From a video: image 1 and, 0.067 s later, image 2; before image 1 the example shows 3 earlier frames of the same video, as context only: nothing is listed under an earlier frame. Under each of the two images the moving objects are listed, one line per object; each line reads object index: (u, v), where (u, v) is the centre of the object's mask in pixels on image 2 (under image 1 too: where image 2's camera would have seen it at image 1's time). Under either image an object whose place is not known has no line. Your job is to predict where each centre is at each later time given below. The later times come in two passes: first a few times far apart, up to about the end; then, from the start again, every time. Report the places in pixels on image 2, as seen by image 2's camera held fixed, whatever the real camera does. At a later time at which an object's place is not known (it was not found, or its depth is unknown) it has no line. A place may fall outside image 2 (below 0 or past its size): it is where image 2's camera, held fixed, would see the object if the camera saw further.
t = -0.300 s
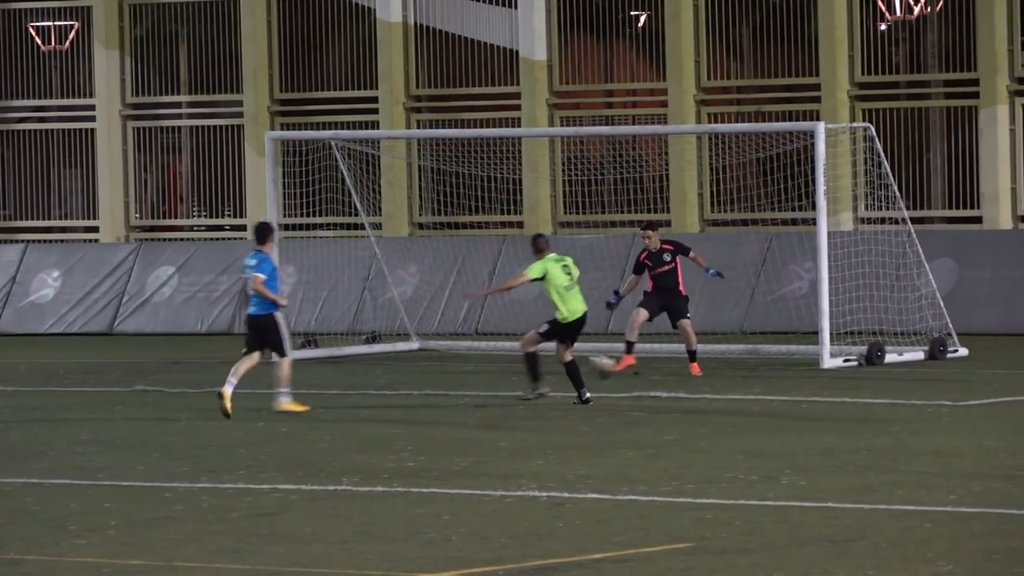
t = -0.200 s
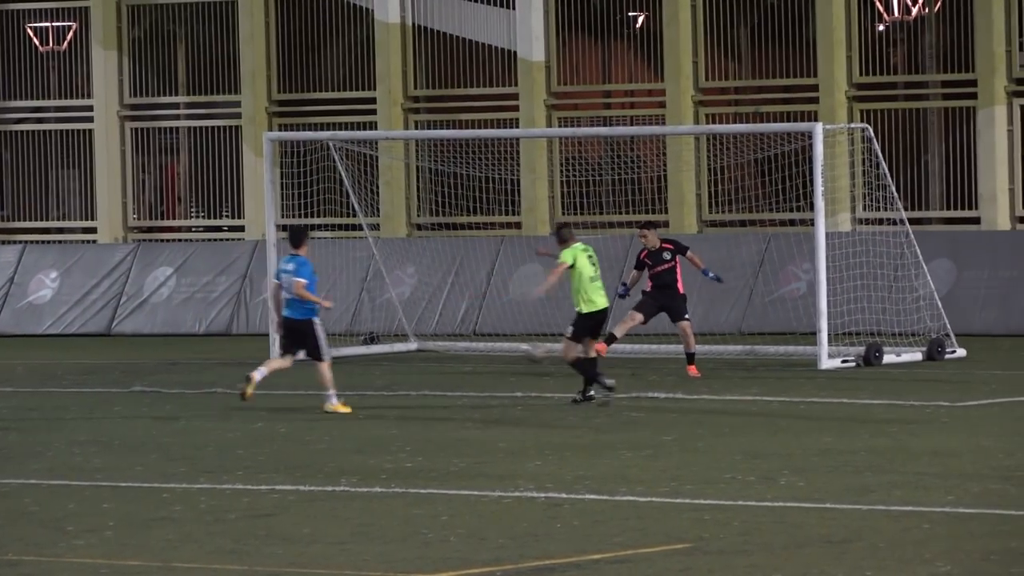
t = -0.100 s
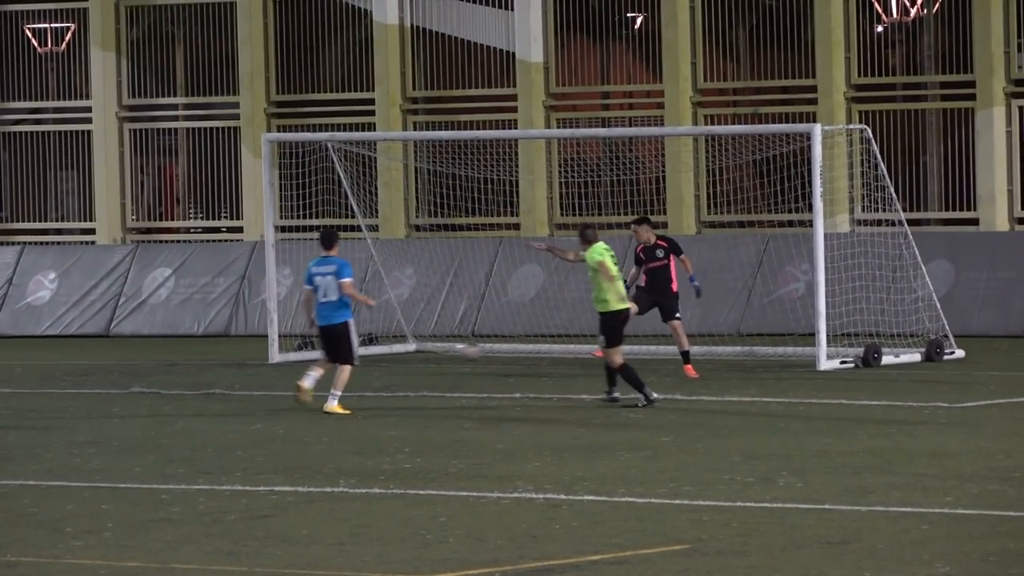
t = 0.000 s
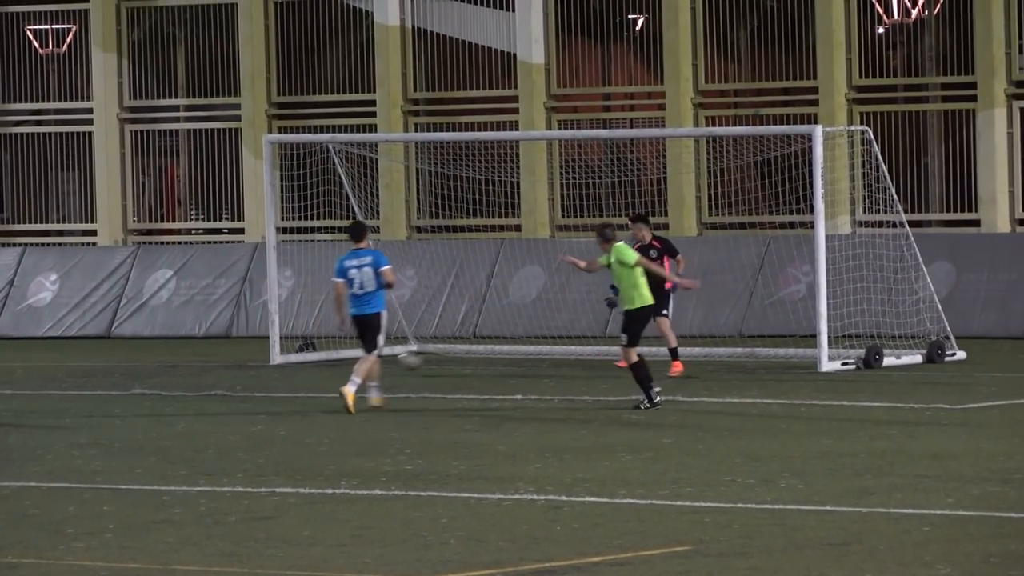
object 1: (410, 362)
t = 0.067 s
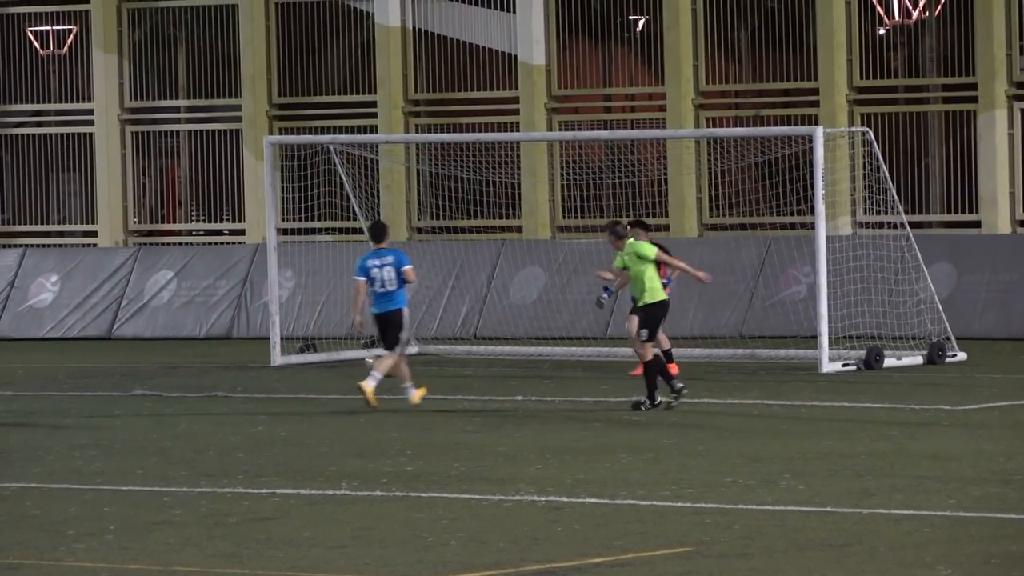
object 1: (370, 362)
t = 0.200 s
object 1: (323, 356)
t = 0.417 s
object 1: (258, 357)
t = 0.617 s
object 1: (223, 355)
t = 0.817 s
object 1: (201, 354)
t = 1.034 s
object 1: (179, 351)
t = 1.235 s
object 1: (162, 349)
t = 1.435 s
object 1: (148, 347)
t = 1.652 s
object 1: (135, 345)
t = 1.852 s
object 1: (125, 343)
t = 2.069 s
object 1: (115, 341)
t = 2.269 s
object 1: (107, 339)
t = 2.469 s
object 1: (99, 336)
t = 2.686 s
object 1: (91, 334)
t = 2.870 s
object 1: (68, 319)
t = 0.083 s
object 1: (369, 361)
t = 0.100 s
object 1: (362, 360)
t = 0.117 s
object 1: (356, 359)
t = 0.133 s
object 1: (349, 359)
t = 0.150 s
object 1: (342, 357)
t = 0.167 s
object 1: (336, 356)
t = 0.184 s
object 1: (329, 356)
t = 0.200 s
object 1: (323, 356)
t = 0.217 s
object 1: (317, 357)
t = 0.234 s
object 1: (310, 357)
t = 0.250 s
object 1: (304, 356)
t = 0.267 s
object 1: (298, 357)
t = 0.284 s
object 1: (292, 359)
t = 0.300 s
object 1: (287, 361)
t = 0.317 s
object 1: (280, 362)
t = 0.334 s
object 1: (275, 363)
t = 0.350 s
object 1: (271, 362)
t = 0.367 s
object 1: (268, 360)
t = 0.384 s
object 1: (264, 358)
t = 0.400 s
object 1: (260, 358)
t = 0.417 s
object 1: (258, 357)
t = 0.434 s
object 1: (254, 356)
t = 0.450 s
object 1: (251, 357)
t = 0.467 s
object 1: (247, 357)
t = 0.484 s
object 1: (244, 357)
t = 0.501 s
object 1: (241, 357)
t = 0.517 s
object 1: (238, 358)
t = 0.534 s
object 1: (235, 359)
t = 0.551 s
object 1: (232, 359)
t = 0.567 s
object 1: (230, 358)
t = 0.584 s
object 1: (229, 357)
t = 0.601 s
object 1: (226, 356)
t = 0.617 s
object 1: (223, 355)
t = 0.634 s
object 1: (221, 354)
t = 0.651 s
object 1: (219, 354)
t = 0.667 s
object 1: (217, 354)
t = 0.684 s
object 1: (215, 355)
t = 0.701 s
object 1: (213, 355)
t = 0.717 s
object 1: (211, 356)
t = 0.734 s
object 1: (209, 357)
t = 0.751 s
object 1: (207, 356)
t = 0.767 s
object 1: (205, 356)
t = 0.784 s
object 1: (204, 355)
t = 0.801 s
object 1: (203, 355)
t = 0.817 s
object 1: (201, 354)
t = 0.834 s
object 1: (199, 353)
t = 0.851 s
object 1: (197, 353)
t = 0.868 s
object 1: (195, 353)
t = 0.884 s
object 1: (193, 353)
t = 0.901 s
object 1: (192, 353)
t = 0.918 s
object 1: (190, 353)
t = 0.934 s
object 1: (189, 352)
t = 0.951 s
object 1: (187, 352)
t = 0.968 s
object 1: (186, 351)
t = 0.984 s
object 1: (184, 351)
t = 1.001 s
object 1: (181, 350)
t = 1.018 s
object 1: (181, 350)
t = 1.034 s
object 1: (179, 351)
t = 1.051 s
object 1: (177, 351)
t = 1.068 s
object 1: (176, 351)
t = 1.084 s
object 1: (175, 351)
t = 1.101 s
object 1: (173, 351)
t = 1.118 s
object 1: (172, 350)
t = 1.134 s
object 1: (170, 350)
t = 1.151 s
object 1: (169, 350)
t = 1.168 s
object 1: (168, 350)
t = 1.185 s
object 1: (166, 350)
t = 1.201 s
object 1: (165, 350)
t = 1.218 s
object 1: (164, 350)
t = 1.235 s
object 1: (162, 349)
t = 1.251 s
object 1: (161, 350)
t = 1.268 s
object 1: (160, 349)
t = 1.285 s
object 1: (158, 349)
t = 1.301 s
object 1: (157, 349)
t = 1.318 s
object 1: (156, 349)
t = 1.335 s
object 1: (155, 349)
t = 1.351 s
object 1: (154, 349)
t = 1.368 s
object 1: (153, 348)
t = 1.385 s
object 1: (151, 348)
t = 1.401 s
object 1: (150, 348)
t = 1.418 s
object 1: (149, 348)
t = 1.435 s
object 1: (148, 347)
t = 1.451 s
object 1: (147, 347)
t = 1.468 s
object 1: (146, 347)
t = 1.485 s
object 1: (145, 347)
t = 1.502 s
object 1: (144, 348)
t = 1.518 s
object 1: (143, 347)
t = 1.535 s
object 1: (141, 346)
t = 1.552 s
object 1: (141, 346)
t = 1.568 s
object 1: (139, 346)
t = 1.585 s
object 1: (138, 346)
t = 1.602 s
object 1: (137, 346)
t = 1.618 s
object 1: (136, 346)
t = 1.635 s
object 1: (136, 345)
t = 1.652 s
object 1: (135, 345)
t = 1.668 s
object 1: (134, 345)
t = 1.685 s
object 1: (132, 345)
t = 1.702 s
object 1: (131, 345)
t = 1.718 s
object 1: (130, 345)
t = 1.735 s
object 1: (130, 345)
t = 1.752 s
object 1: (129, 344)
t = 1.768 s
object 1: (129, 344)
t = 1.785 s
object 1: (127, 344)
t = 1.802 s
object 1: (126, 344)
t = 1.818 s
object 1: (126, 344)
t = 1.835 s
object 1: (125, 344)
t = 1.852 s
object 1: (125, 343)
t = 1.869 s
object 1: (124, 343)
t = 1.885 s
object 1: (123, 343)
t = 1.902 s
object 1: (122, 343)
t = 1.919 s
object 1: (121, 342)
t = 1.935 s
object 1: (121, 342)
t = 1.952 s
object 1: (121, 342)
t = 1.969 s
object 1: (120, 342)
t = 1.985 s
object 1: (119, 342)
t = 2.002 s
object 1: (117, 342)
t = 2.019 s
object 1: (117, 341)
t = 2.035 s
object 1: (117, 341)
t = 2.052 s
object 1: (116, 341)
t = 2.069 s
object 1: (115, 341)
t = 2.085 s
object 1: (115, 341)
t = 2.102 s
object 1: (113, 341)
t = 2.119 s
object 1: (112, 341)
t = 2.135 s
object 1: (112, 340)
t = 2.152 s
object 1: (112, 340)
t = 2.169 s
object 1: (111, 340)
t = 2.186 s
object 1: (111, 340)
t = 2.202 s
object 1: (109, 339)
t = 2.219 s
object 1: (108, 339)
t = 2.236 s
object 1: (108, 339)
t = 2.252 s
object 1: (107, 339)
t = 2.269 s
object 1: (107, 339)
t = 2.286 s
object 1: (106, 338)
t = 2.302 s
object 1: (106, 338)
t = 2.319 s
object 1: (105, 338)
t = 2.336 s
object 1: (103, 338)
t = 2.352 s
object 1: (103, 338)
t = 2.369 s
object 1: (103, 337)
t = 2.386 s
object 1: (102, 337)
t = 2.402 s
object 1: (102, 337)
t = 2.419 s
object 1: (101, 337)
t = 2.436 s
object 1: (100, 337)
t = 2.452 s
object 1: (100, 337)
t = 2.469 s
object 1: (99, 336)
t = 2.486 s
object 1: (99, 336)
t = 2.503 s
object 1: (98, 336)
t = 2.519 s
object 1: (98, 336)
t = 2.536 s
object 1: (97, 336)
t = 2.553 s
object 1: (96, 335)
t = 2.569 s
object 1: (95, 336)
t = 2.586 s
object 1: (95, 335)
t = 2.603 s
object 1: (93, 334)
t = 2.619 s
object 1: (93, 334)
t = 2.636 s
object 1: (93, 334)
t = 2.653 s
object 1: (92, 334)
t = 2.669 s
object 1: (92, 334)
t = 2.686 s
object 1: (91, 334)
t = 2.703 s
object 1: (91, 333)
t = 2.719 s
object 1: (89, 333)
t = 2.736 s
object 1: (90, 333)
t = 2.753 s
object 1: (89, 333)
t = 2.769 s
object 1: (89, 333)
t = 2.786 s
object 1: (89, 333)
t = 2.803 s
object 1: (84, 330)
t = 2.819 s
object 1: (80, 327)
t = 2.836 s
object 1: (77, 324)
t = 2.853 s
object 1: (72, 321)
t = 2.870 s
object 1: (68, 319)
